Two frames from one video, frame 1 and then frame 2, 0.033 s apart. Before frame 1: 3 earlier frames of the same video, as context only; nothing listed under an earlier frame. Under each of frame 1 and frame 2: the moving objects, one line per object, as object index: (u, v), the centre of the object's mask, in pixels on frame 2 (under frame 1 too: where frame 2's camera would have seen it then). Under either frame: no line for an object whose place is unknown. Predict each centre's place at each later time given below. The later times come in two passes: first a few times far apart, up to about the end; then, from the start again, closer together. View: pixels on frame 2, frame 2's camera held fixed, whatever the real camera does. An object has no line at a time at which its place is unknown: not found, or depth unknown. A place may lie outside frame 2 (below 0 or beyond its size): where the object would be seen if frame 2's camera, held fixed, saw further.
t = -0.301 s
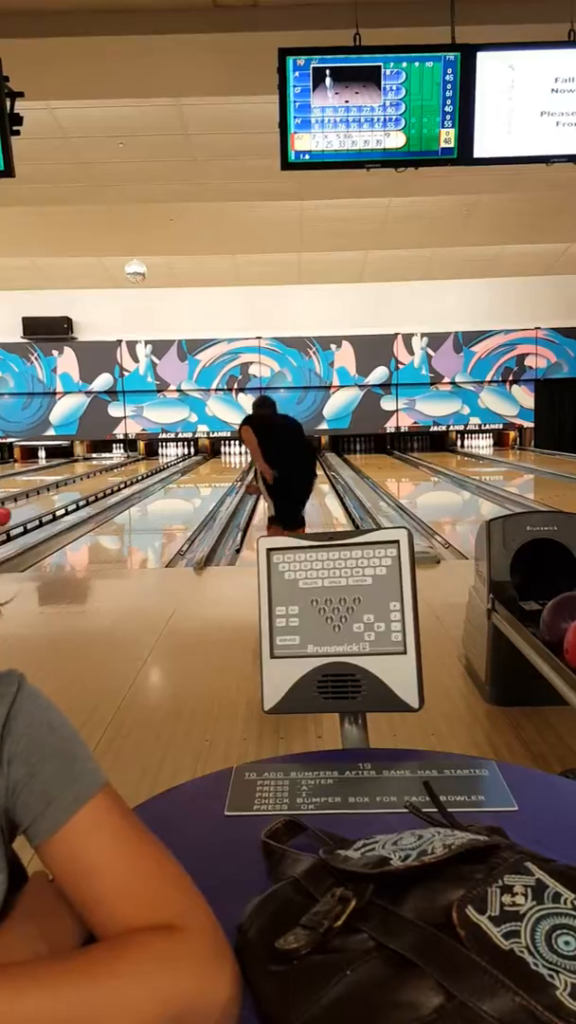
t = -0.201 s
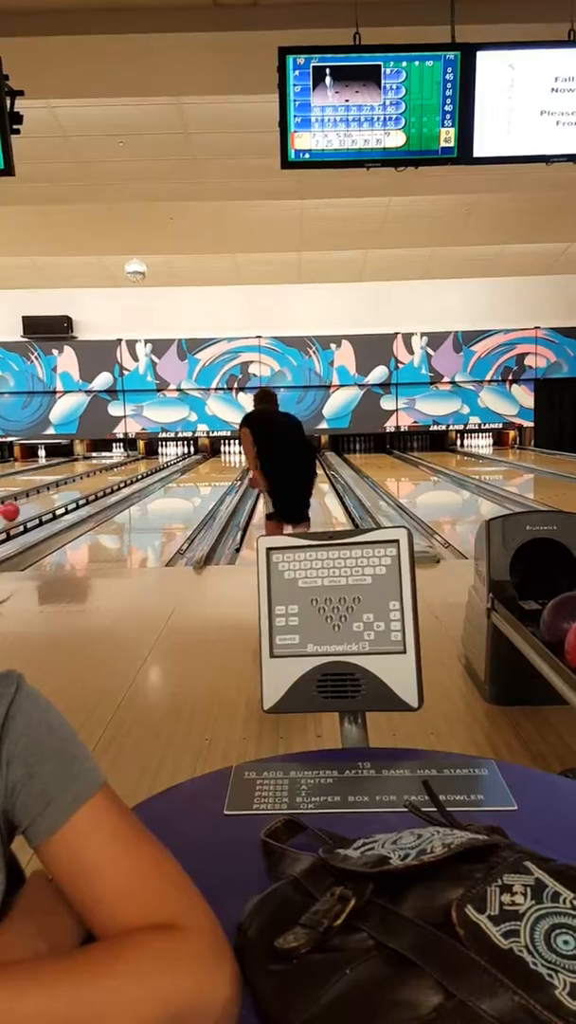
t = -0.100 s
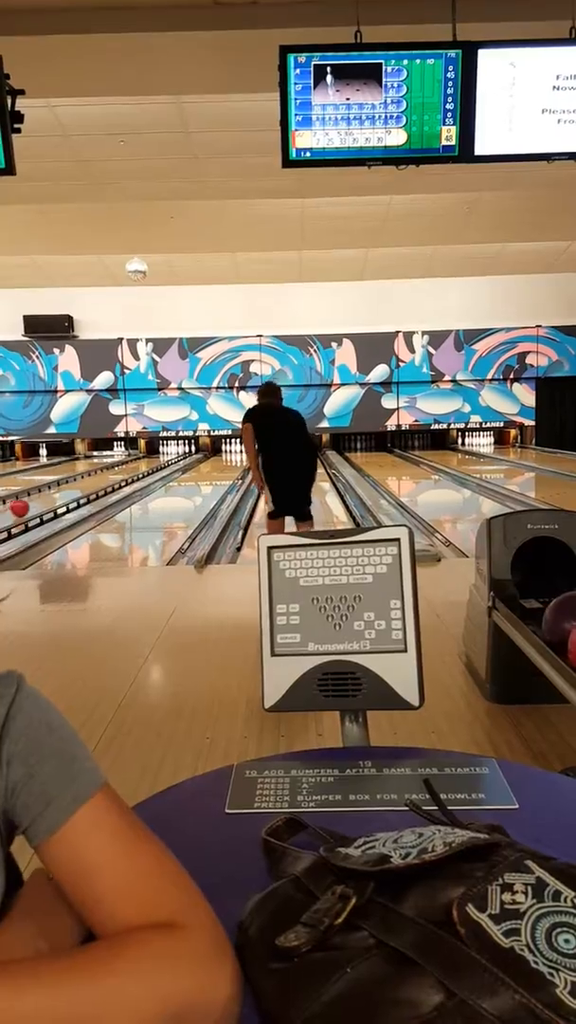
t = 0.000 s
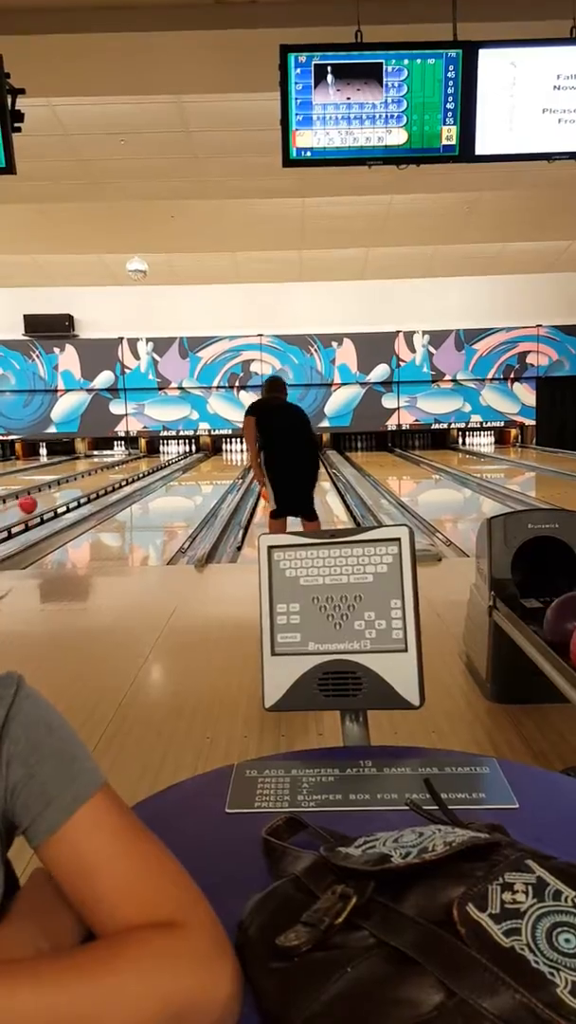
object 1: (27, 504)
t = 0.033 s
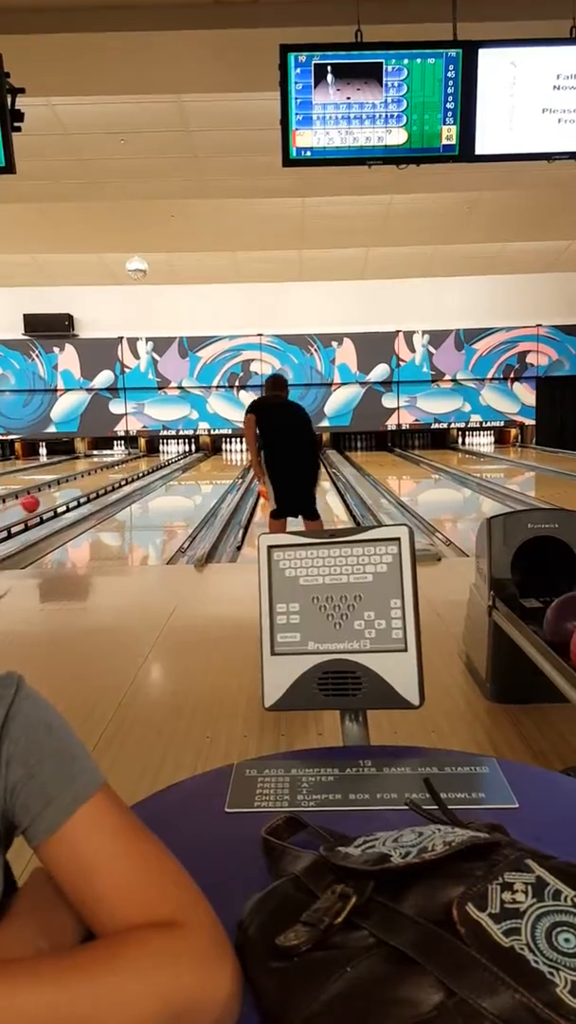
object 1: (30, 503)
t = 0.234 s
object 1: (45, 498)
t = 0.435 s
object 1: (58, 494)
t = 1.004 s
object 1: (91, 484)
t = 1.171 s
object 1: (99, 480)
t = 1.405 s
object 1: (110, 480)
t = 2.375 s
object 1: (137, 467)
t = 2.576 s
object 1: (143, 466)
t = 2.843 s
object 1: (151, 464)
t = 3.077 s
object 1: (157, 462)
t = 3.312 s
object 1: (160, 461)
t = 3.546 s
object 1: (165, 459)
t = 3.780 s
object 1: (167, 458)
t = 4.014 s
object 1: (171, 457)
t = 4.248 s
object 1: (175, 457)
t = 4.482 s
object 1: (177, 453)
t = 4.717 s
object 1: (179, 452)
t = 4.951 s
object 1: (181, 452)
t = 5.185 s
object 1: (183, 452)
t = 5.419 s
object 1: (183, 450)
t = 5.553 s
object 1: (189, 449)
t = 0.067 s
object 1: (32, 502)
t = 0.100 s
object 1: (34, 501)
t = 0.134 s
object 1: (38, 500)
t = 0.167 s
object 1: (40, 500)
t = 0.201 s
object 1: (43, 498)
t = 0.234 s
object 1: (45, 498)
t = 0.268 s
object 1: (47, 498)
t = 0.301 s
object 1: (49, 497)
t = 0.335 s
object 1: (51, 496)
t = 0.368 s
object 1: (54, 495)
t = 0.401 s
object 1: (56, 495)
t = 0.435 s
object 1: (58, 494)
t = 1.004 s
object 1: (91, 484)
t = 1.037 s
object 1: (92, 483)
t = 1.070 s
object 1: (94, 483)
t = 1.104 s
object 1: (96, 483)
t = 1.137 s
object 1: (97, 481)
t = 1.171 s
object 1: (99, 480)
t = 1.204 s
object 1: (101, 480)
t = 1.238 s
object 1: (102, 479)
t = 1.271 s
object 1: (104, 479)
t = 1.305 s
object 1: (106, 480)
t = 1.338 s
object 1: (107, 480)
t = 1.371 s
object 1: (113, 479)
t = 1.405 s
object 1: (110, 480)
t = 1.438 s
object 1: (111, 478)
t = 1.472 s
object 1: (111, 476)
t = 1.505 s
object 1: (112, 477)
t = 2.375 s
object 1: (137, 467)
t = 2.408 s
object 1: (139, 467)
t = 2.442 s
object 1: (139, 467)
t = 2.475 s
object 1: (140, 466)
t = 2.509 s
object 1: (140, 466)
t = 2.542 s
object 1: (142, 466)
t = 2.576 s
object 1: (143, 466)
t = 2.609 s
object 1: (145, 466)
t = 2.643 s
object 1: (146, 465)
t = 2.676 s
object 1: (149, 464)
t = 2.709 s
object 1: (149, 464)
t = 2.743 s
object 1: (150, 464)
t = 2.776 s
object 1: (154, 464)
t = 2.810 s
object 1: (151, 464)
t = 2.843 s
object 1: (151, 464)
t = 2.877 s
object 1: (155, 463)
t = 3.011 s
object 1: (156, 462)
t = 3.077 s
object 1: (157, 462)
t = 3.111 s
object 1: (157, 462)
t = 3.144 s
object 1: (157, 462)
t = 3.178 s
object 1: (158, 462)
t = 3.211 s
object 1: (160, 461)
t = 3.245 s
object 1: (160, 461)
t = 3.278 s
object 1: (160, 461)
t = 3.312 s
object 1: (160, 461)
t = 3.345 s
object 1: (160, 460)
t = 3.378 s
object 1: (162, 460)
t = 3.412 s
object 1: (162, 460)
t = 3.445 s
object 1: (162, 460)
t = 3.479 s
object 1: (164, 460)
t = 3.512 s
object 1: (164, 460)
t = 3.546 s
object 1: (165, 459)
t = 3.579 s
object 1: (166, 459)
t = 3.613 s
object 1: (165, 459)
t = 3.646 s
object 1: (166, 459)
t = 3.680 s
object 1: (167, 459)
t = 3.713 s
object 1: (167, 459)
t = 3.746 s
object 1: (167, 459)
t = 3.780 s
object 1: (167, 458)
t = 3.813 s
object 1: (167, 458)
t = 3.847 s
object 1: (167, 458)
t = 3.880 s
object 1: (168, 458)
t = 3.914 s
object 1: (169, 458)
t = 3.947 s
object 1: (169, 459)
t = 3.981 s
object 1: (169, 458)
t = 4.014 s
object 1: (171, 457)
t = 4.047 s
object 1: (172, 456)
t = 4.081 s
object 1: (172, 457)
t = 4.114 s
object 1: (171, 457)
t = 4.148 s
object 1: (171, 457)
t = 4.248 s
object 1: (175, 457)
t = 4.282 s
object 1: (174, 457)
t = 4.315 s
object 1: (174, 457)
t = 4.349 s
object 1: (174, 457)
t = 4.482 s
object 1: (177, 453)
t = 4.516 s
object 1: (177, 453)
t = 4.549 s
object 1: (177, 453)
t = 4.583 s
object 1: (178, 453)
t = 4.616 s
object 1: (178, 452)
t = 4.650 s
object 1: (178, 452)
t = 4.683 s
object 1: (179, 452)
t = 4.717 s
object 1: (179, 452)
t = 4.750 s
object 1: (180, 452)
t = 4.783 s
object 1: (180, 452)
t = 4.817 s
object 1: (181, 452)
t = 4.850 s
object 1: (181, 452)
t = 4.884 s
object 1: (181, 452)
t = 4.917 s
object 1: (181, 452)
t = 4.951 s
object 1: (181, 452)
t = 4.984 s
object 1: (181, 452)
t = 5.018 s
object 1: (181, 452)
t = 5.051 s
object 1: (182, 452)
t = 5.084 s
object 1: (183, 451)
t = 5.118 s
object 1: (183, 451)
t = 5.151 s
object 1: (184, 451)
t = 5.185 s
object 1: (183, 452)
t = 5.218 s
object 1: (184, 451)
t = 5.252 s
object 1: (183, 451)
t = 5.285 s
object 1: (185, 450)
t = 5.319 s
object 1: (183, 451)
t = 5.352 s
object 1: (183, 451)
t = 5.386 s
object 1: (183, 451)
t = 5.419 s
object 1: (183, 450)
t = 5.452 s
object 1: (187, 450)
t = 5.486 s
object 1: (188, 450)
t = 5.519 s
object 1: (188, 450)
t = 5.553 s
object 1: (189, 449)
